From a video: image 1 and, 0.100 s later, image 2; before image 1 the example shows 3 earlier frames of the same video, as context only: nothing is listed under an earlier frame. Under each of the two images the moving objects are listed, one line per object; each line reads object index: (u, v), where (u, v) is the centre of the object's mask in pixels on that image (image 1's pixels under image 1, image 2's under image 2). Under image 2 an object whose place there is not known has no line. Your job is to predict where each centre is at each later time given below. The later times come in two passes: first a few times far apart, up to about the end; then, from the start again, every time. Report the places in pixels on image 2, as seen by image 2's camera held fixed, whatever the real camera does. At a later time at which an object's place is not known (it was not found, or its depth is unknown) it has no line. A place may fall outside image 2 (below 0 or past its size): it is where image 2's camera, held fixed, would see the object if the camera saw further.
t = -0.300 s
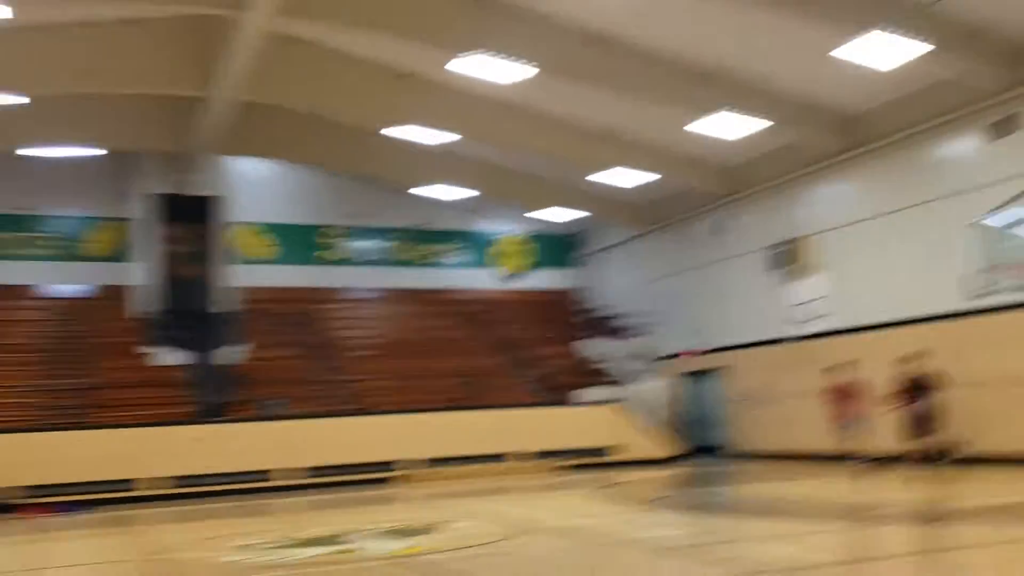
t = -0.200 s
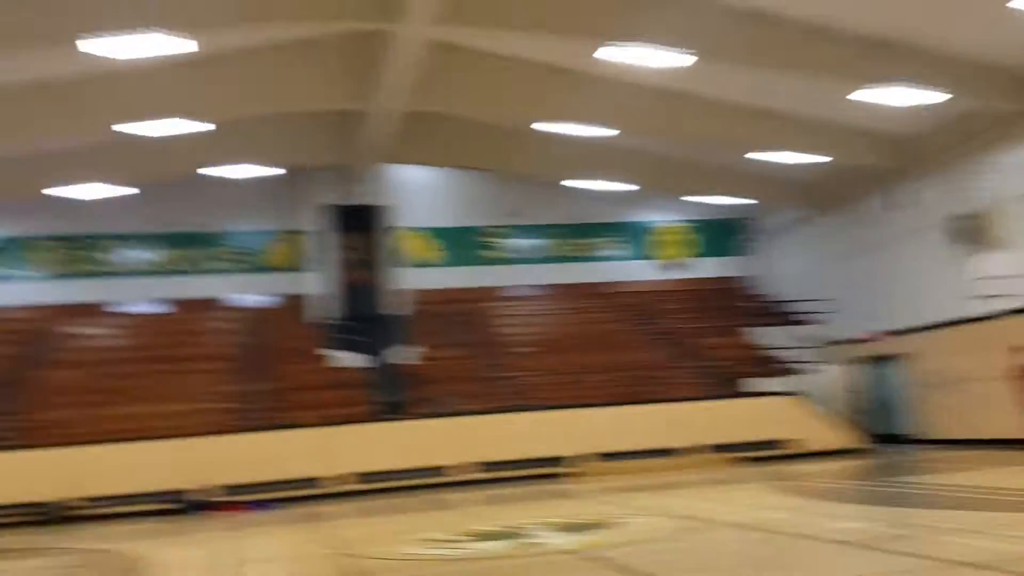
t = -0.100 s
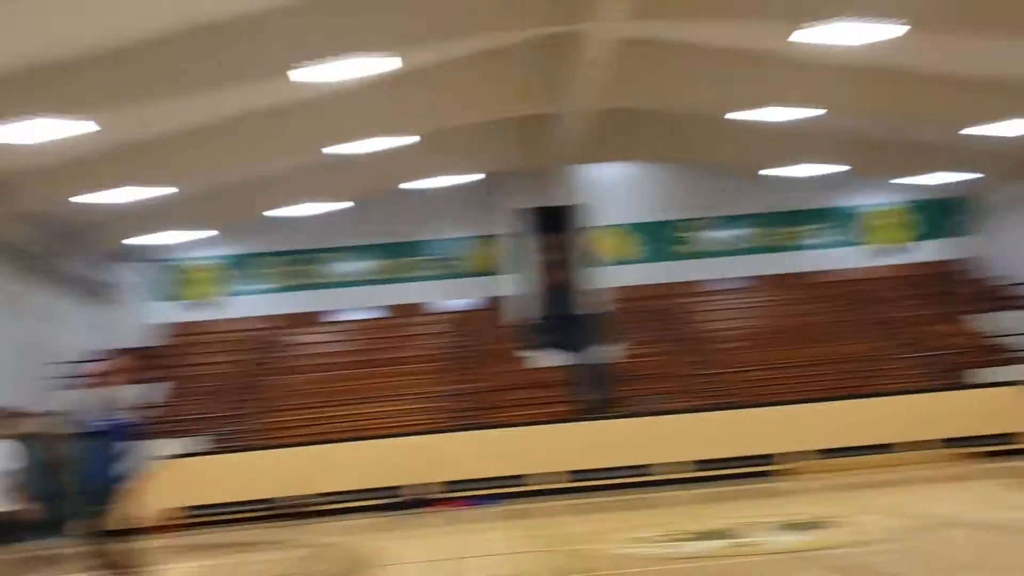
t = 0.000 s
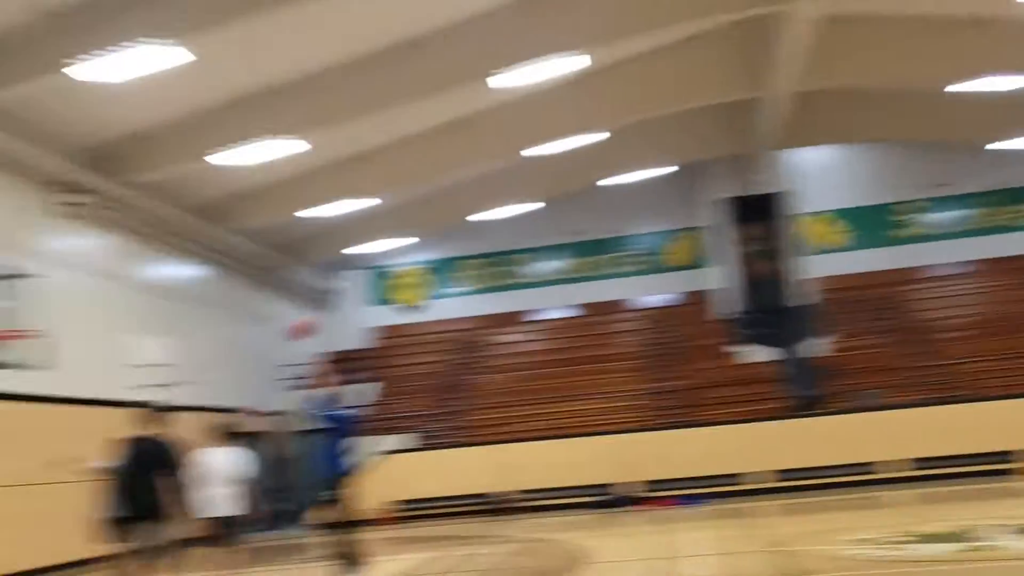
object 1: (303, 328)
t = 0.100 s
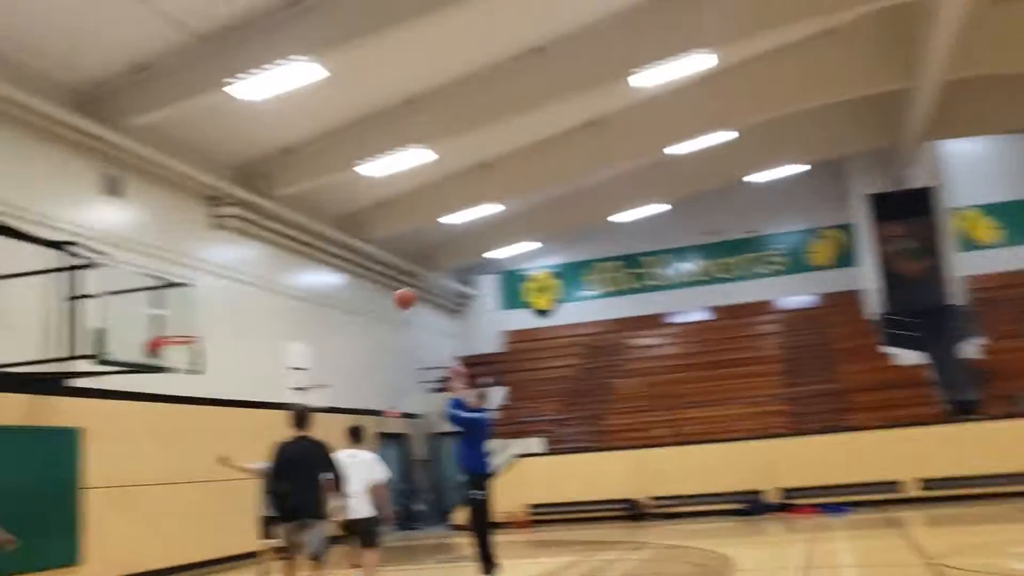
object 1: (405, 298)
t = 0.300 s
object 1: (345, 259)
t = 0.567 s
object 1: (274, 257)
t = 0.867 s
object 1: (195, 321)
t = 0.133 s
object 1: (394, 289)
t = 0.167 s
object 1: (385, 280)
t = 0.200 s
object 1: (375, 274)
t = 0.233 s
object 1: (365, 267)
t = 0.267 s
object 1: (355, 262)
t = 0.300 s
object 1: (345, 259)
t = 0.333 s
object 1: (335, 255)
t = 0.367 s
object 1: (326, 252)
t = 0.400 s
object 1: (317, 251)
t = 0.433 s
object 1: (307, 251)
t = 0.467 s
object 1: (299, 251)
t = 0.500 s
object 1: (290, 253)
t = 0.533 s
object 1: (283, 254)
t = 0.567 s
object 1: (274, 257)
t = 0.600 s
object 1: (265, 262)
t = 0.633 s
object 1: (257, 266)
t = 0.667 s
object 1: (245, 273)
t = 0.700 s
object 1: (237, 278)
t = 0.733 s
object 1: (231, 285)
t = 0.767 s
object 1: (223, 293)
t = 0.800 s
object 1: (210, 303)
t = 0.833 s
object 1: (203, 312)
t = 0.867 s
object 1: (195, 321)
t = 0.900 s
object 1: (187, 330)
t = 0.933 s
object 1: (184, 329)
